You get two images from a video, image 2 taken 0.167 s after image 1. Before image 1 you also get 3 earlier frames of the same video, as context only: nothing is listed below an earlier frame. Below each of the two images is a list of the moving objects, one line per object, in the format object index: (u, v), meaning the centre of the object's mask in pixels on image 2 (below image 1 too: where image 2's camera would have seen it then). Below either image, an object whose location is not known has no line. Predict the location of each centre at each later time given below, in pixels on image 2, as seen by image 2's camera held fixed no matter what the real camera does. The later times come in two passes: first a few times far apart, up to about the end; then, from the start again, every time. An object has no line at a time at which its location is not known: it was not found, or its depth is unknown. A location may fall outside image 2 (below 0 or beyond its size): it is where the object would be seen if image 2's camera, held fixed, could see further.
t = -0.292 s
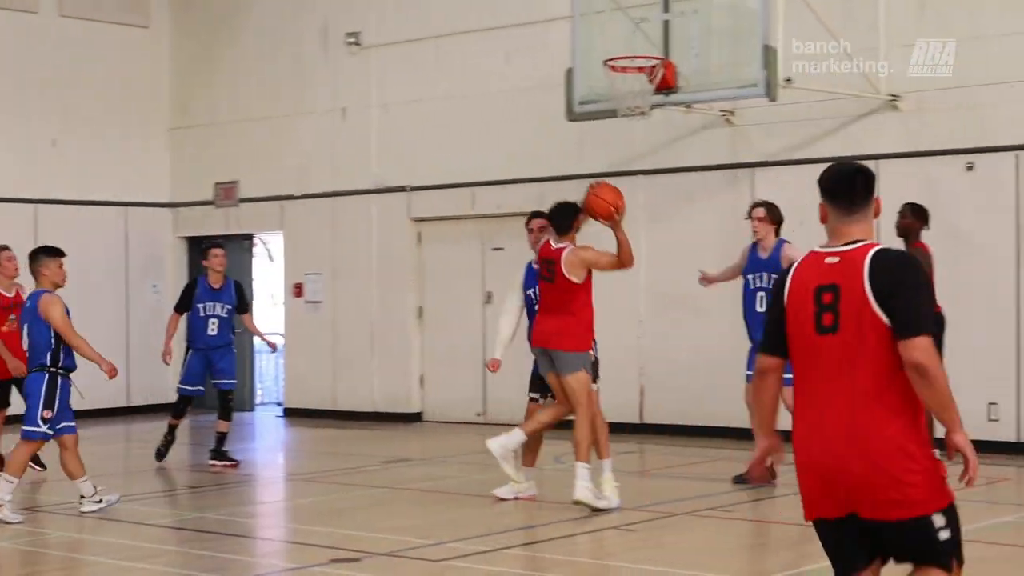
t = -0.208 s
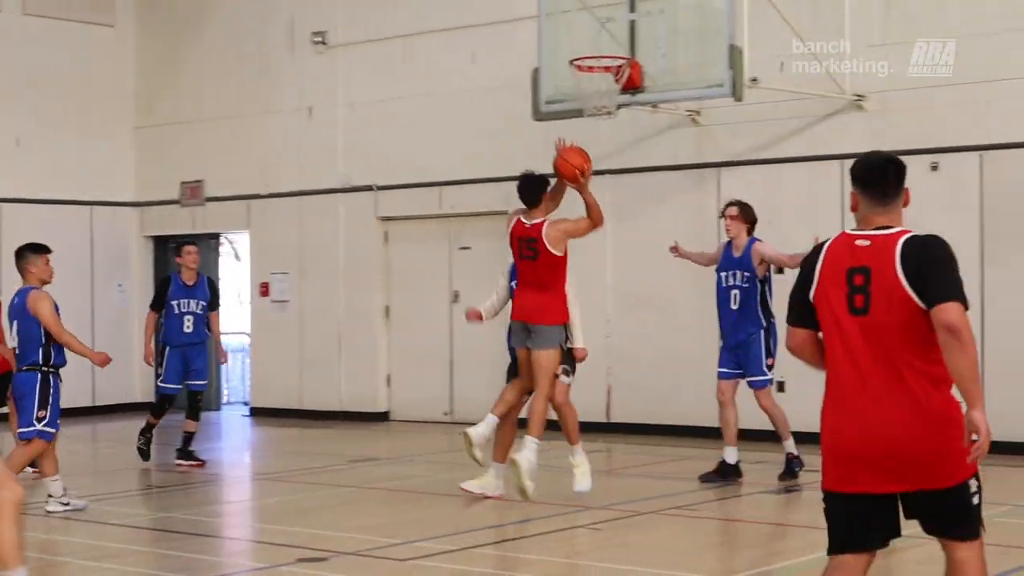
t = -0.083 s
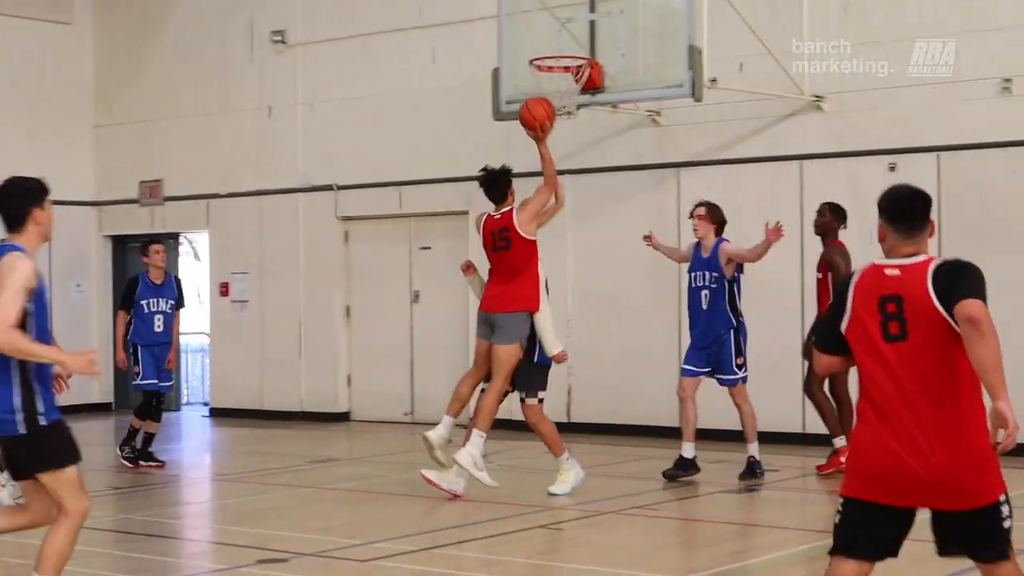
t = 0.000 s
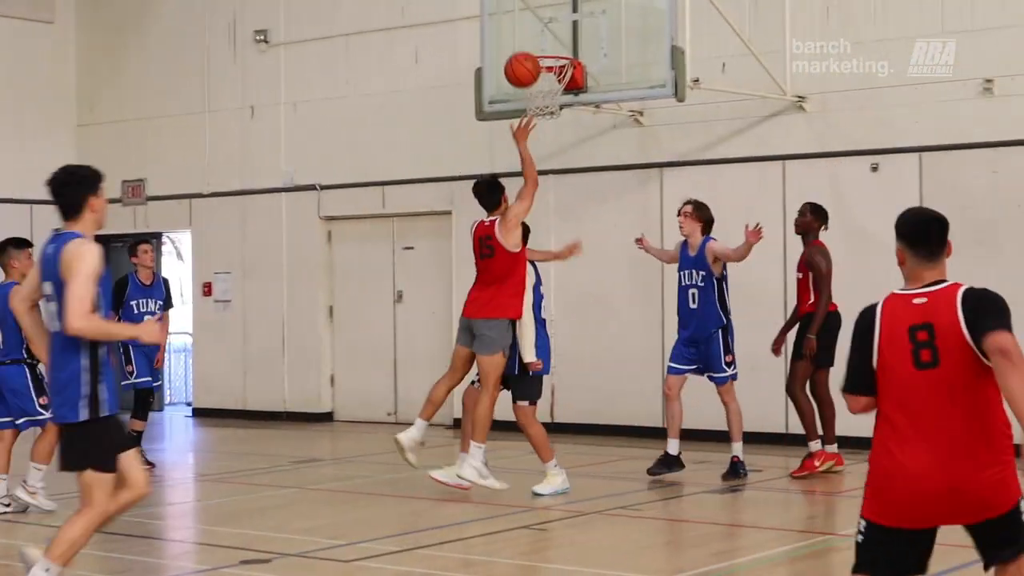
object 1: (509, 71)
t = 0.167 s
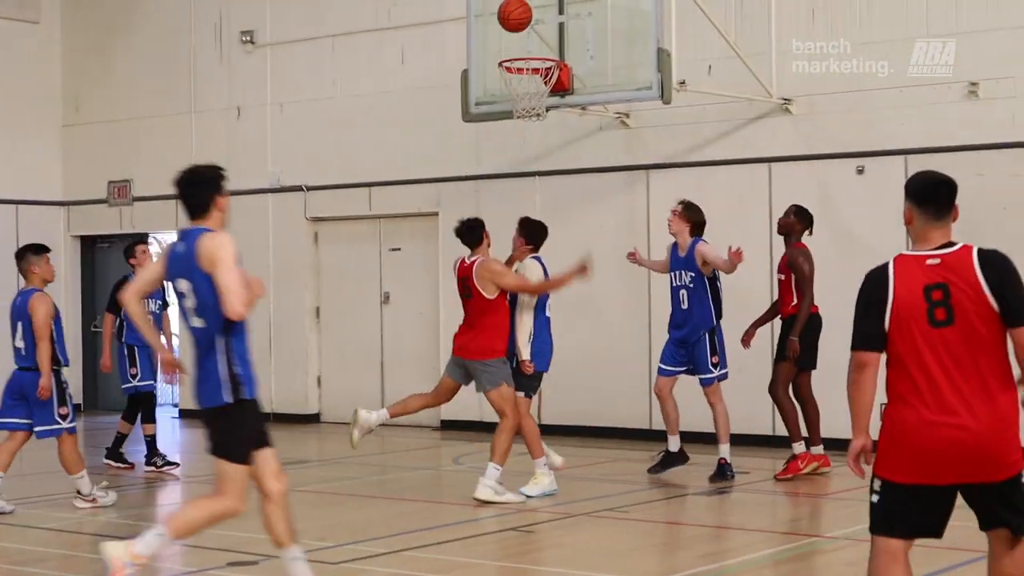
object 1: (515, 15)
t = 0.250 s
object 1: (518, 5)
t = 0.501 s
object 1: (527, 20)
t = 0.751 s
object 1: (535, 106)
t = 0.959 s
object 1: (533, 181)
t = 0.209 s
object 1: (517, 8)
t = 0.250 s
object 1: (518, 5)
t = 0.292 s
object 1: (519, 2)
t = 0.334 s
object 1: (520, 0)
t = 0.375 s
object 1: (522, 1)
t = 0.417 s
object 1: (524, 5)
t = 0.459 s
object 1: (525, 12)
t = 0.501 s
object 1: (527, 20)
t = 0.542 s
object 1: (529, 31)
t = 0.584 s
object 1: (530, 43)
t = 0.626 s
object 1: (532, 58)
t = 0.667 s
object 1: (533, 73)
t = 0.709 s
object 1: (534, 92)
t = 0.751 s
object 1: (535, 106)
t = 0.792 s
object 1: (535, 123)
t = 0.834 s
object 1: (534, 130)
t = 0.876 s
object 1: (534, 145)
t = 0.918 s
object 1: (533, 162)
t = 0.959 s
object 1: (533, 181)
